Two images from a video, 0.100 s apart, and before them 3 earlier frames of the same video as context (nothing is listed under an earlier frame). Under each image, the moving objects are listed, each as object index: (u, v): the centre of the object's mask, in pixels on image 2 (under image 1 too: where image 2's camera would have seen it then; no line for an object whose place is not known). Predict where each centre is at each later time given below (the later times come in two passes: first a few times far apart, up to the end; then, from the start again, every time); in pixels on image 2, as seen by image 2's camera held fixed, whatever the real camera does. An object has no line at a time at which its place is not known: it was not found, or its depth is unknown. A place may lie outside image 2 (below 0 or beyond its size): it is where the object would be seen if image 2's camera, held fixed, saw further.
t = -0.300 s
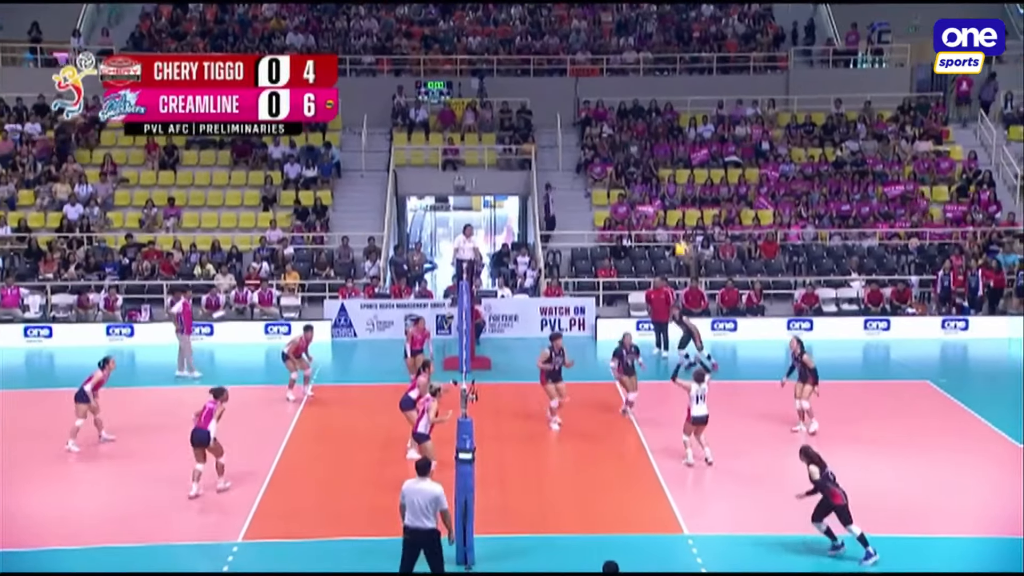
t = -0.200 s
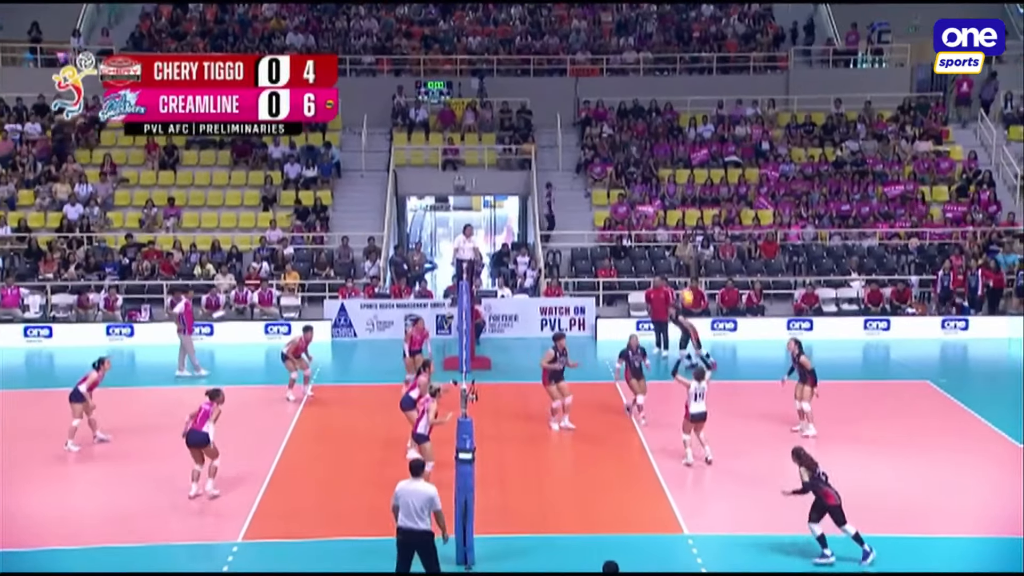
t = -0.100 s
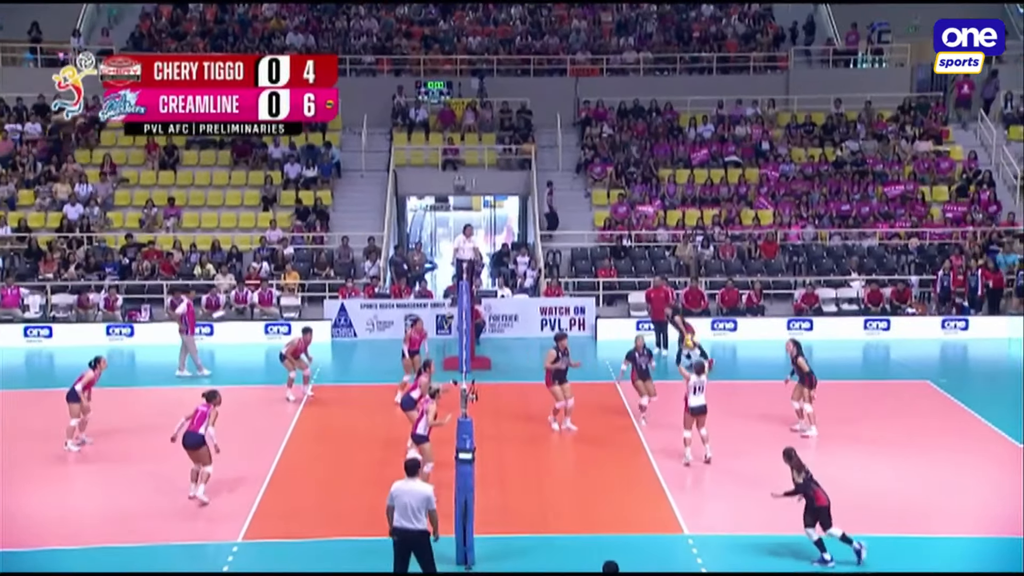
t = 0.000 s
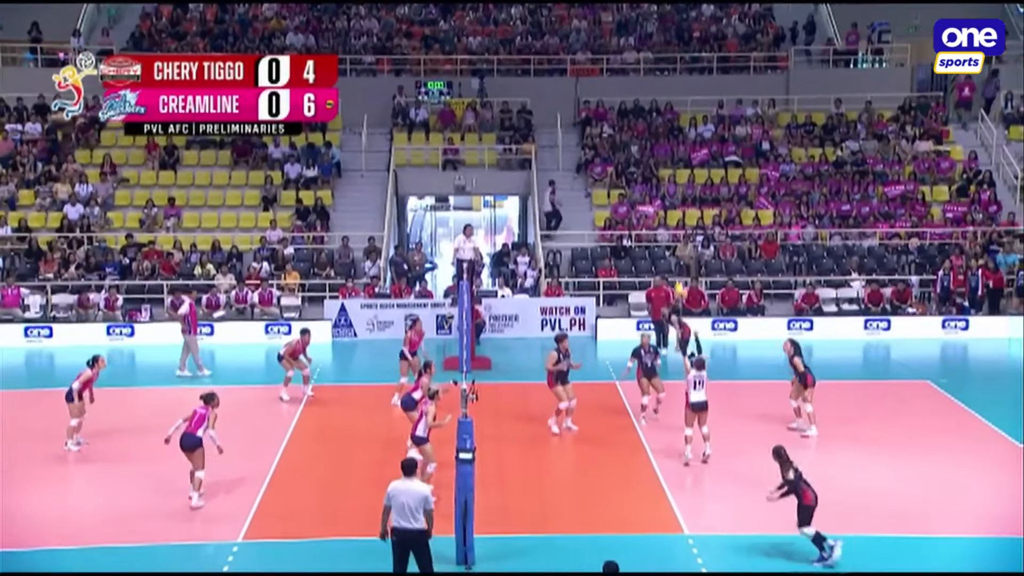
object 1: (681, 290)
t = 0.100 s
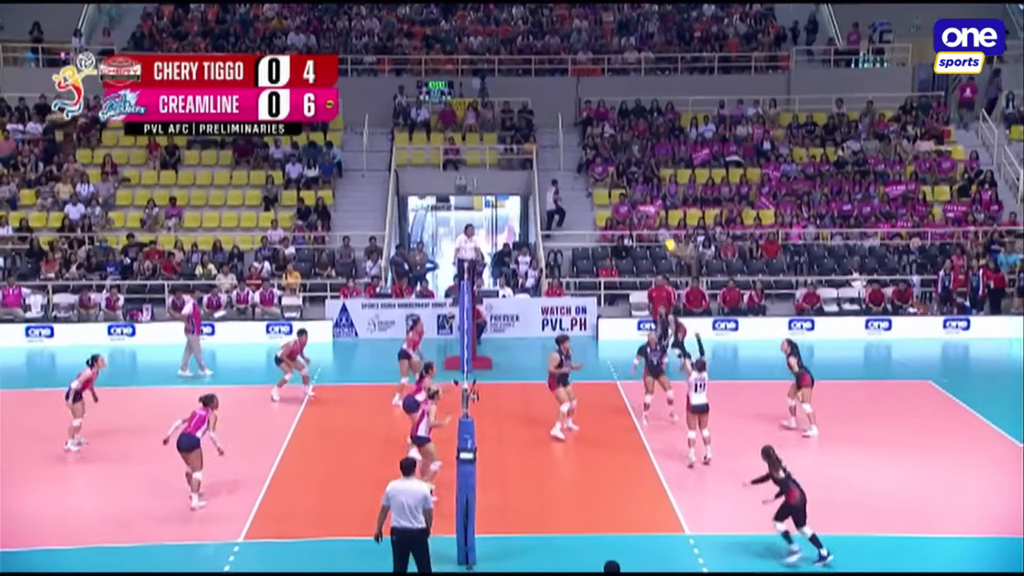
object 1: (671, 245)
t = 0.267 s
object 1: (653, 188)
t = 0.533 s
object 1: (625, 136)
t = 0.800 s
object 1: (599, 127)
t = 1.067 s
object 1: (575, 156)
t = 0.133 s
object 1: (666, 232)
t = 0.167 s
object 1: (663, 220)
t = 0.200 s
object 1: (660, 208)
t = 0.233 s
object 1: (657, 198)
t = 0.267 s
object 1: (653, 188)
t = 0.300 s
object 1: (650, 179)
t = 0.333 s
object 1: (646, 171)
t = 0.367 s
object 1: (642, 163)
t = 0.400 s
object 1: (638, 156)
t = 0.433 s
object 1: (635, 150)
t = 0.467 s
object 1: (632, 144)
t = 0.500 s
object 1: (628, 140)
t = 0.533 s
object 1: (625, 136)
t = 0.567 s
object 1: (622, 132)
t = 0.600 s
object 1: (619, 129)
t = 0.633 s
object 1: (615, 127)
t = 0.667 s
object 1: (612, 126)
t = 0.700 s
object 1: (608, 125)
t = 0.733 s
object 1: (605, 125)
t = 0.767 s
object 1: (602, 125)
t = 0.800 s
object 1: (599, 127)
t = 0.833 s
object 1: (596, 127)
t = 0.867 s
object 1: (593, 130)
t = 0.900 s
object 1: (590, 132)
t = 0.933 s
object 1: (587, 135)
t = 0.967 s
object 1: (584, 140)
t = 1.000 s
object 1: (581, 145)
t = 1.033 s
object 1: (578, 149)
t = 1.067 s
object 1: (575, 156)
